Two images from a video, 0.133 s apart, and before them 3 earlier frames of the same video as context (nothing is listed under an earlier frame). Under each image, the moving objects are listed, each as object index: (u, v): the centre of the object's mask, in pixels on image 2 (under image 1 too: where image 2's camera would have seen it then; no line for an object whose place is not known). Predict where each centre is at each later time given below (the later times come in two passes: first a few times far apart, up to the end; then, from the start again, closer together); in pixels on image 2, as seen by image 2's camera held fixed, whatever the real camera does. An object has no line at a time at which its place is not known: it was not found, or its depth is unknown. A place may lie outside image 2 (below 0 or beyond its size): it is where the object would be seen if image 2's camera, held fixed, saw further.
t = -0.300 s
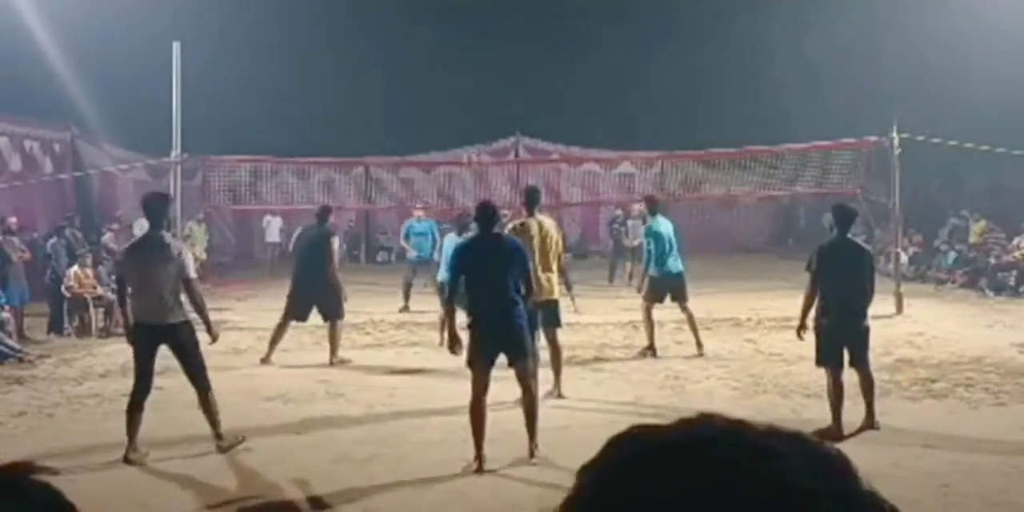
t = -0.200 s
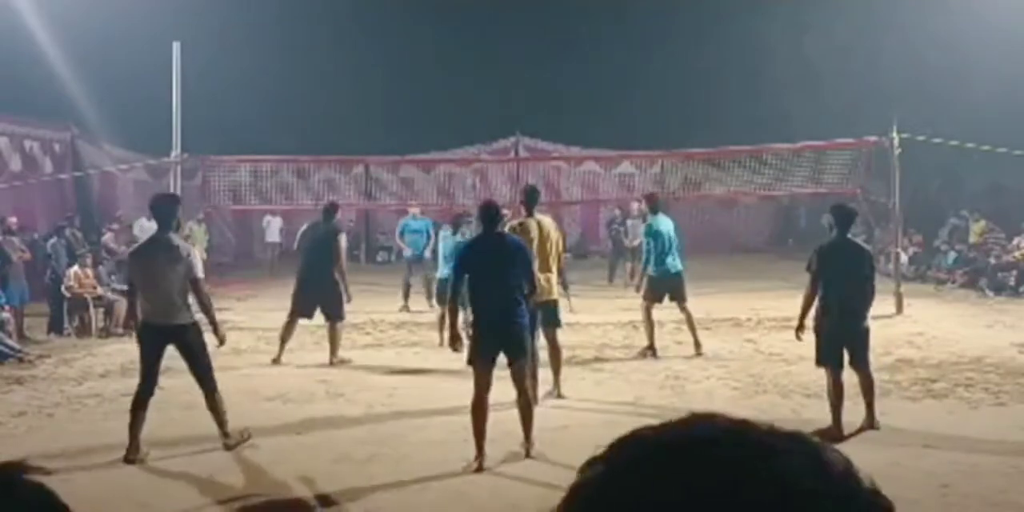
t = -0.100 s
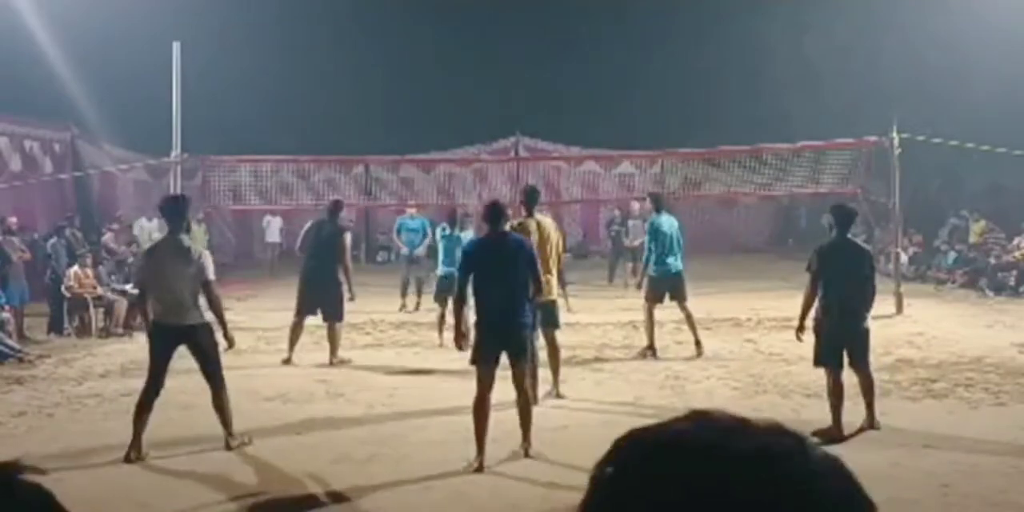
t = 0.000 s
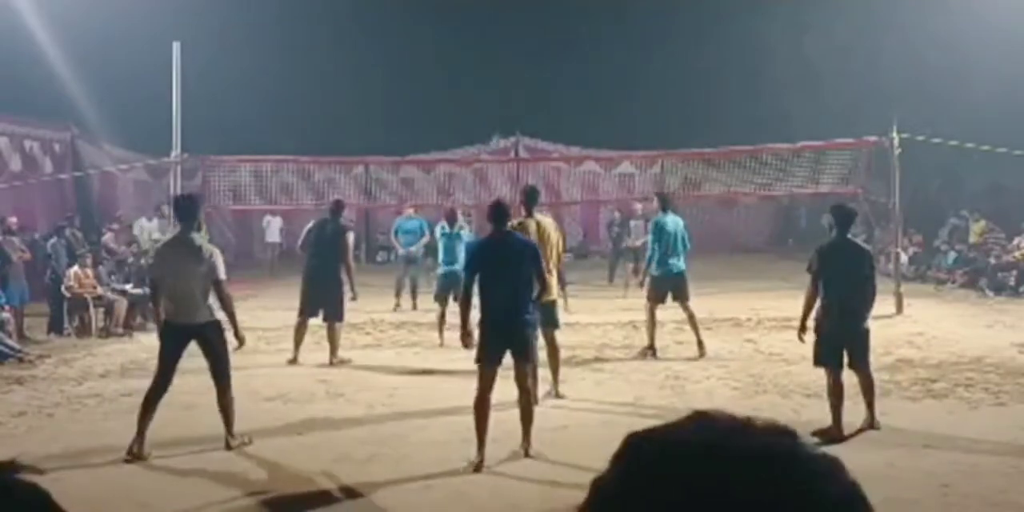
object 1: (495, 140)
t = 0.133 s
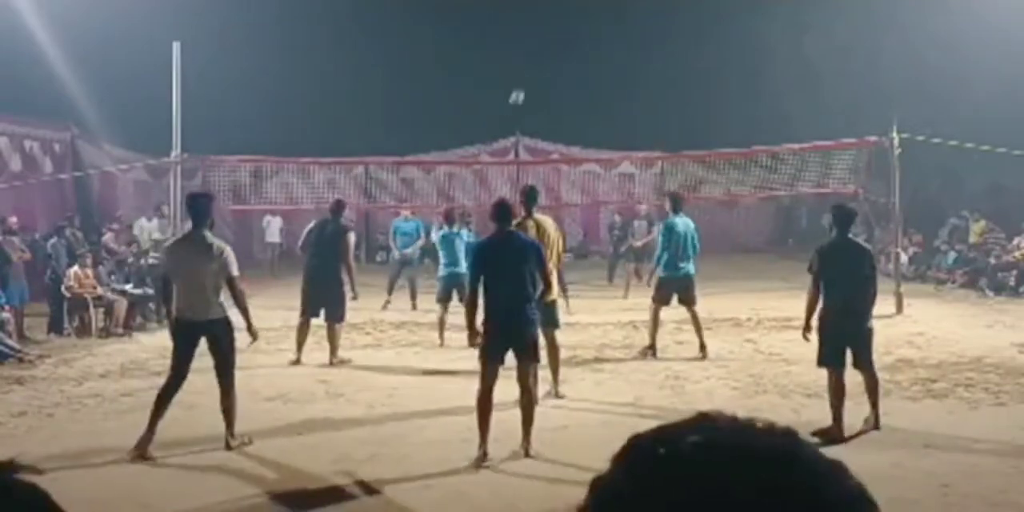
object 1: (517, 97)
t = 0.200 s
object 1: (526, 79)
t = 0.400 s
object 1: (551, 53)
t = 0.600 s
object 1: (572, 53)
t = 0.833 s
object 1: (593, 80)
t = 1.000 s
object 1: (607, 115)
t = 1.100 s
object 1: (614, 141)
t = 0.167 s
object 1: (522, 88)
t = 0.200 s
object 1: (526, 79)
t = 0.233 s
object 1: (531, 73)
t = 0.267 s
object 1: (535, 68)
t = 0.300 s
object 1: (539, 62)
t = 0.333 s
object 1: (542, 59)
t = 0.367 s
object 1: (547, 56)
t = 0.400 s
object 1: (551, 53)
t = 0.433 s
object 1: (554, 51)
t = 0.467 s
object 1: (558, 49)
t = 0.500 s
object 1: (562, 50)
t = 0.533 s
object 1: (565, 50)
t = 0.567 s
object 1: (568, 51)
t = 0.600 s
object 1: (572, 53)
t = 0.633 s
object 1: (575, 55)
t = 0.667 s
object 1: (578, 57)
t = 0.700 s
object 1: (581, 61)
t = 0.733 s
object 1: (584, 65)
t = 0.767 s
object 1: (587, 70)
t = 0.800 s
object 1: (590, 75)
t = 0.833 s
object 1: (593, 80)
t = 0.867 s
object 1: (596, 87)
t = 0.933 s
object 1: (601, 99)
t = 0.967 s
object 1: (604, 106)
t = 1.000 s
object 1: (607, 115)
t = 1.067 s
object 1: (611, 132)
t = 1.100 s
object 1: (614, 141)
